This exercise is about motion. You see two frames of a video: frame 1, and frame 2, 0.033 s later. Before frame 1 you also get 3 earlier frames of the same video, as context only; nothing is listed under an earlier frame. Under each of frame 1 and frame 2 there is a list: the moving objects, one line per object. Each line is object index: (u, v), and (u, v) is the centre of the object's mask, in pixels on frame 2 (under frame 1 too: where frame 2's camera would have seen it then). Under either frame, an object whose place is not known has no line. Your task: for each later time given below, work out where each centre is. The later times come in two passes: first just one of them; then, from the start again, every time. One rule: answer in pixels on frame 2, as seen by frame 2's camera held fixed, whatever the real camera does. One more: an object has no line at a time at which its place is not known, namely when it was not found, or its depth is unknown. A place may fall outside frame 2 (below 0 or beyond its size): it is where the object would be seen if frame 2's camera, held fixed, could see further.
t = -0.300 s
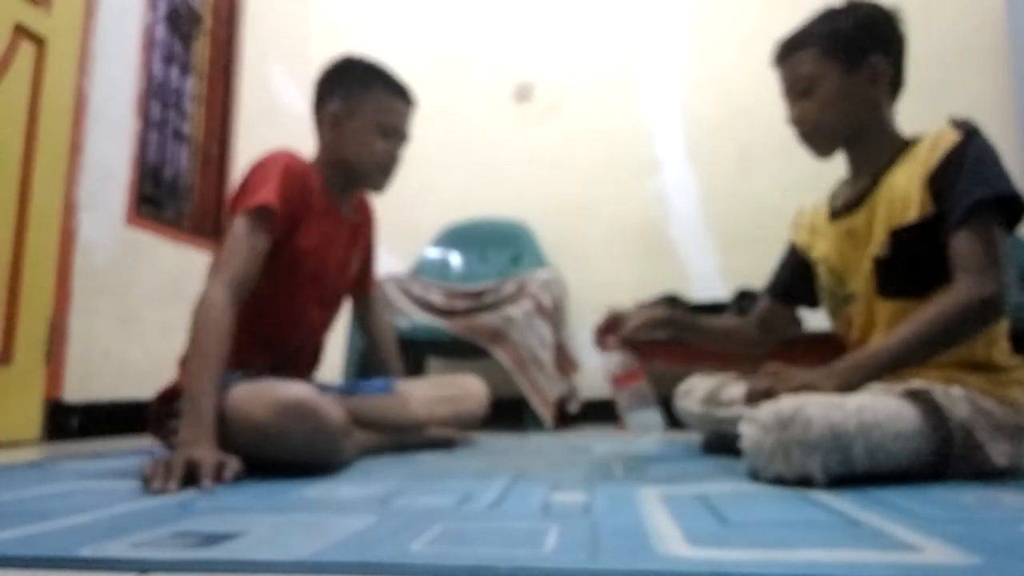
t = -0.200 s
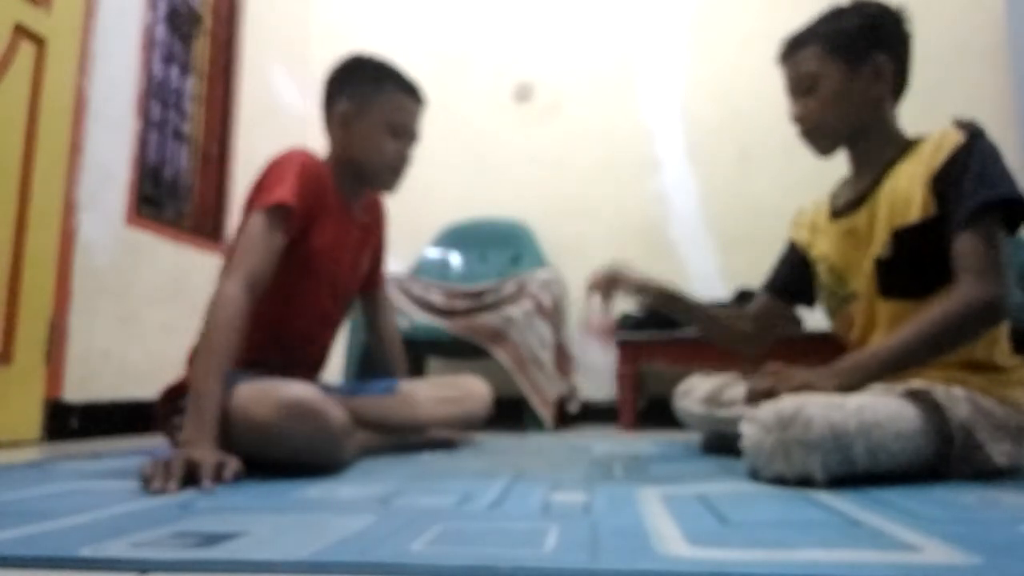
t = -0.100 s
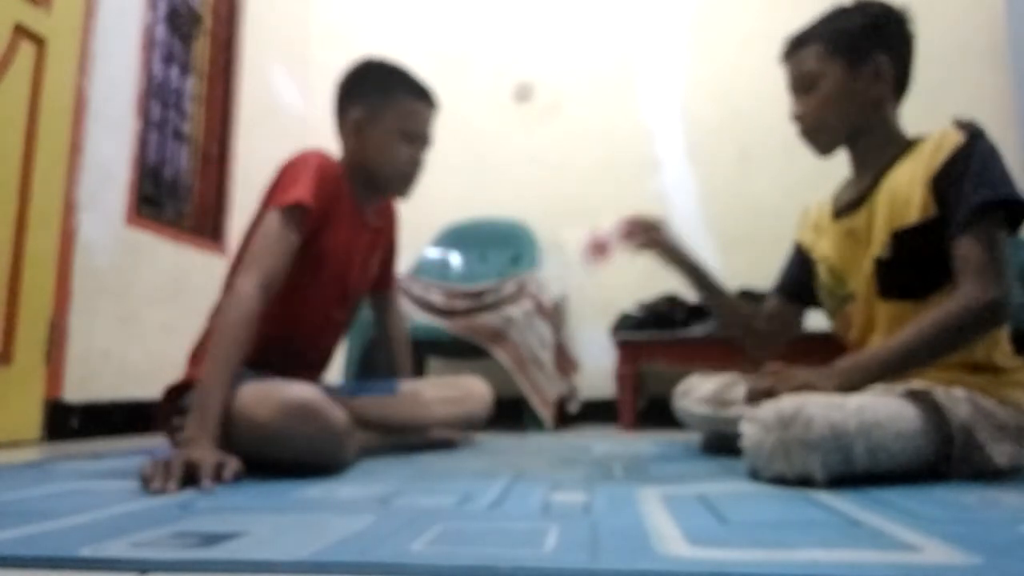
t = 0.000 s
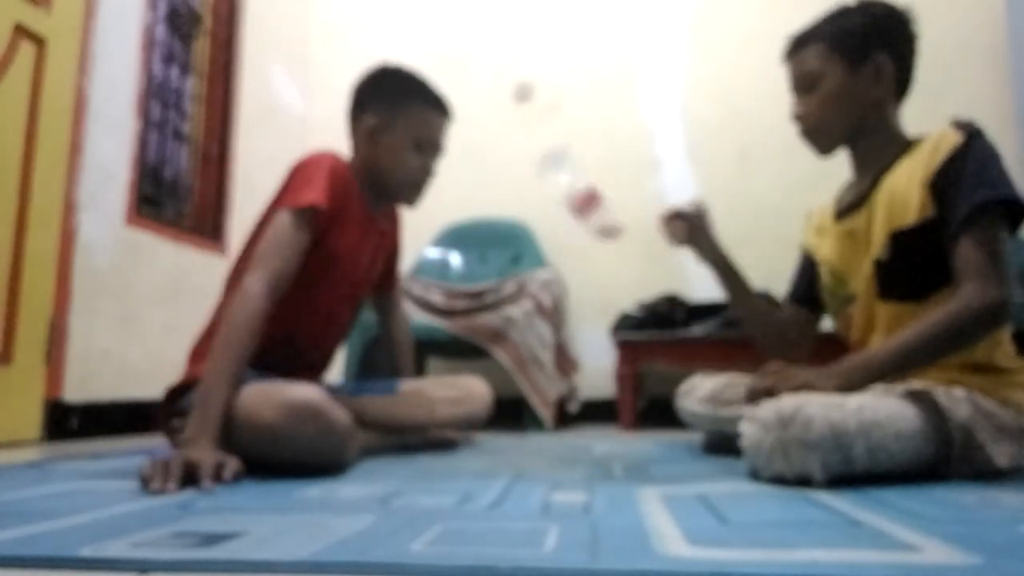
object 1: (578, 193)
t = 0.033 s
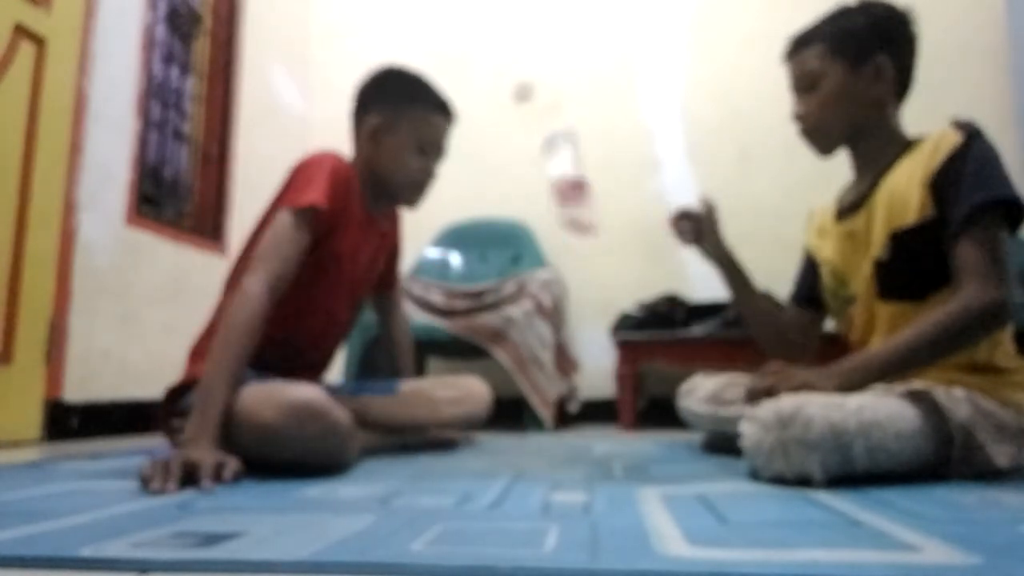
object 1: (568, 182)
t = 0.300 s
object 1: (564, 230)
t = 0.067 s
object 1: (558, 172)
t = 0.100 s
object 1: (547, 162)
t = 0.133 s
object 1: (540, 155)
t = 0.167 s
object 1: (539, 153)
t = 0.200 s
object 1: (542, 160)
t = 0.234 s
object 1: (549, 177)
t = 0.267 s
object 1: (554, 197)
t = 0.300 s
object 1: (564, 230)
